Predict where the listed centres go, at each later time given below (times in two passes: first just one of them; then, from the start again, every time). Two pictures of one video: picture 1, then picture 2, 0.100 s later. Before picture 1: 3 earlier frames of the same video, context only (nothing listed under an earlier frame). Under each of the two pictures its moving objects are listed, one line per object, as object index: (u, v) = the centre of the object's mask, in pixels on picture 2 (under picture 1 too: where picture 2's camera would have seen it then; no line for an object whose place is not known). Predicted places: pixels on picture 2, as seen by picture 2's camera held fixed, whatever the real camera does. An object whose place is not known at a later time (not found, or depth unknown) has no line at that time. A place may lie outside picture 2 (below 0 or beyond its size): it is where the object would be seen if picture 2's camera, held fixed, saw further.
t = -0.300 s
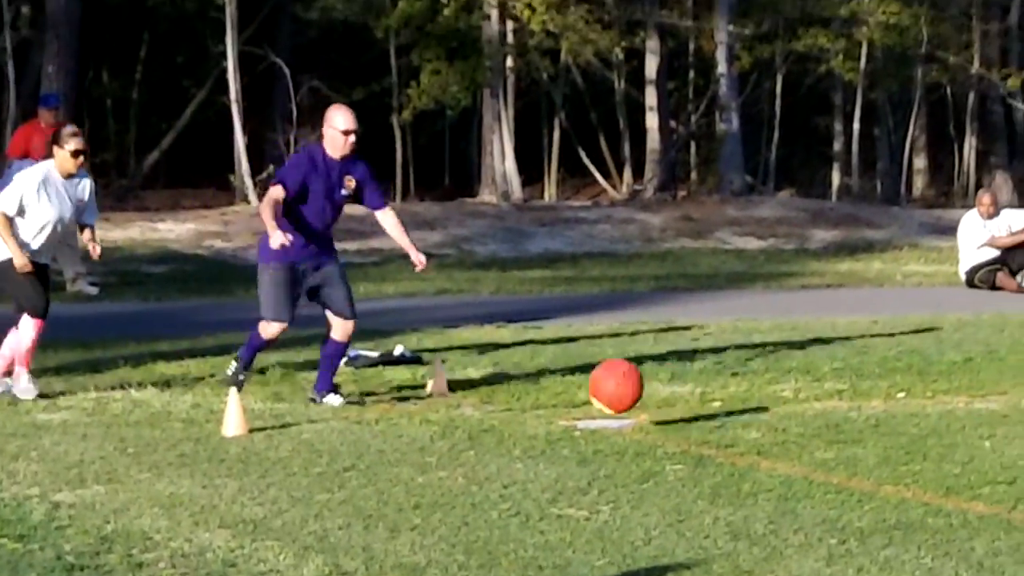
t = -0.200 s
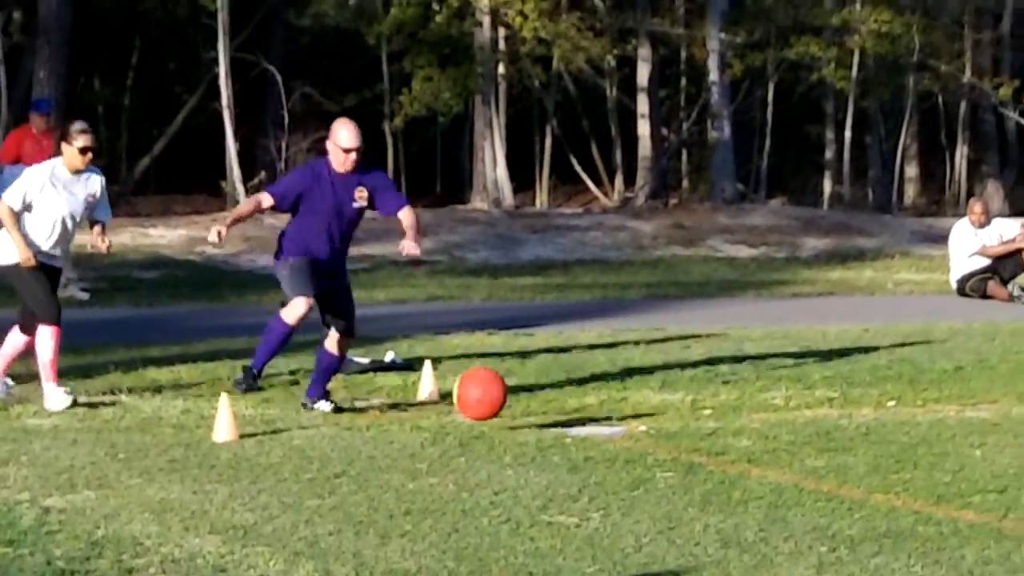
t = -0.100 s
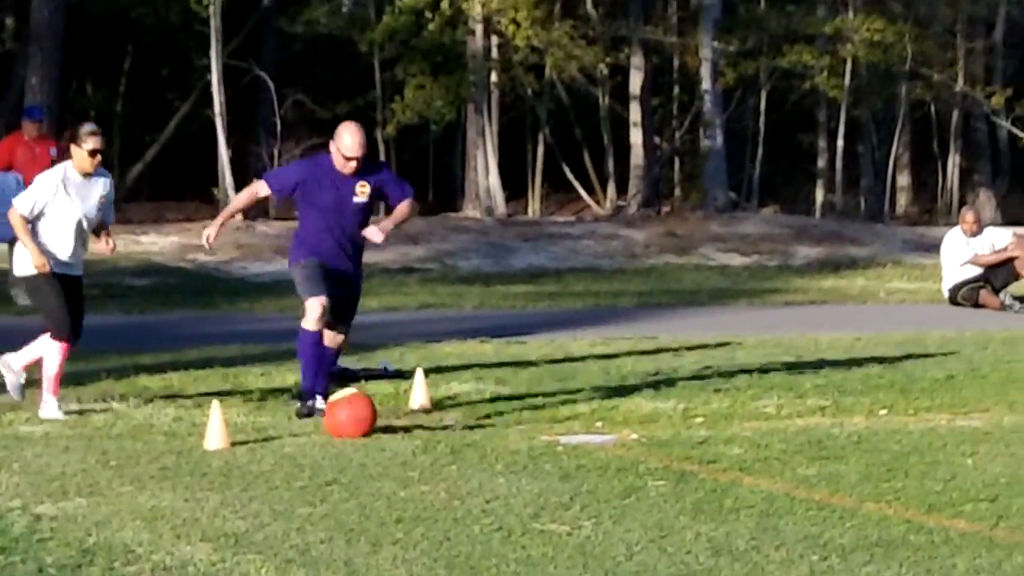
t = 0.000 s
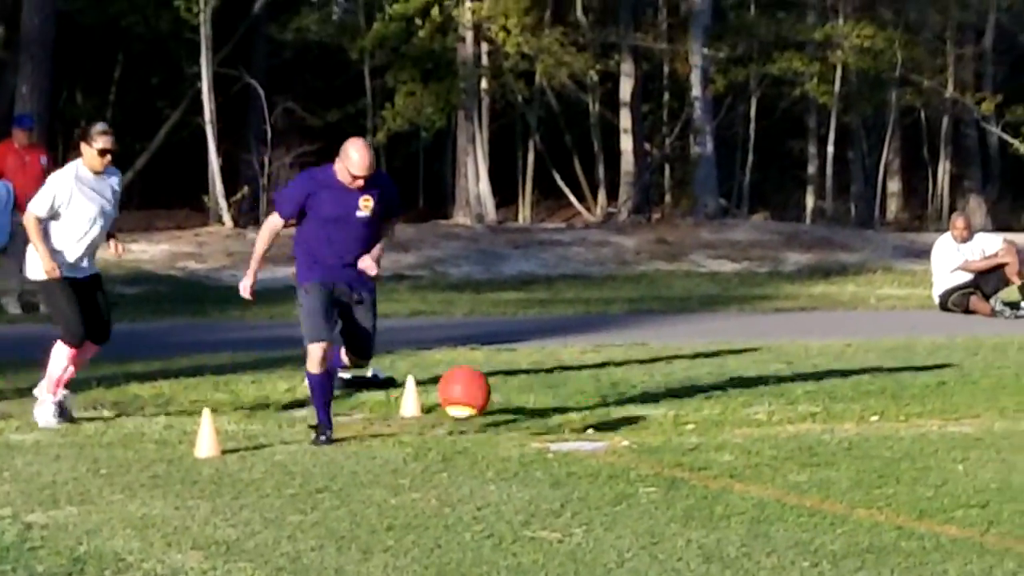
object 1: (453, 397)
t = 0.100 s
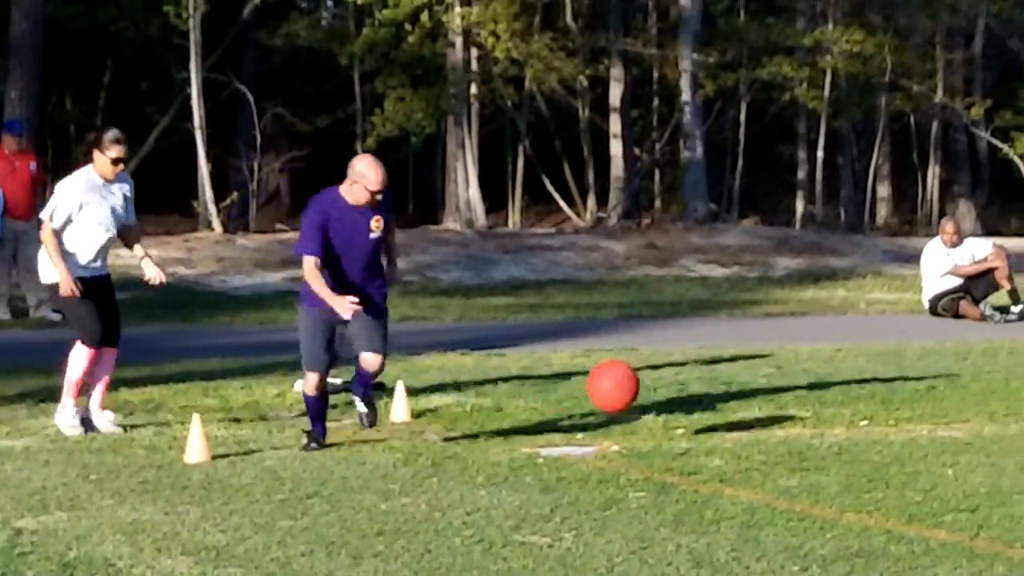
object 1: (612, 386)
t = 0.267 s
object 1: (866, 402)
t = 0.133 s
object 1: (665, 386)
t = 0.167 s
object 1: (716, 388)
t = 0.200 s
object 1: (767, 391)
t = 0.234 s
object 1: (817, 396)
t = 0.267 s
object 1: (866, 402)
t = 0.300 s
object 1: (915, 412)
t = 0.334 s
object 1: (959, 416)
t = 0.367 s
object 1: (993, 409)
